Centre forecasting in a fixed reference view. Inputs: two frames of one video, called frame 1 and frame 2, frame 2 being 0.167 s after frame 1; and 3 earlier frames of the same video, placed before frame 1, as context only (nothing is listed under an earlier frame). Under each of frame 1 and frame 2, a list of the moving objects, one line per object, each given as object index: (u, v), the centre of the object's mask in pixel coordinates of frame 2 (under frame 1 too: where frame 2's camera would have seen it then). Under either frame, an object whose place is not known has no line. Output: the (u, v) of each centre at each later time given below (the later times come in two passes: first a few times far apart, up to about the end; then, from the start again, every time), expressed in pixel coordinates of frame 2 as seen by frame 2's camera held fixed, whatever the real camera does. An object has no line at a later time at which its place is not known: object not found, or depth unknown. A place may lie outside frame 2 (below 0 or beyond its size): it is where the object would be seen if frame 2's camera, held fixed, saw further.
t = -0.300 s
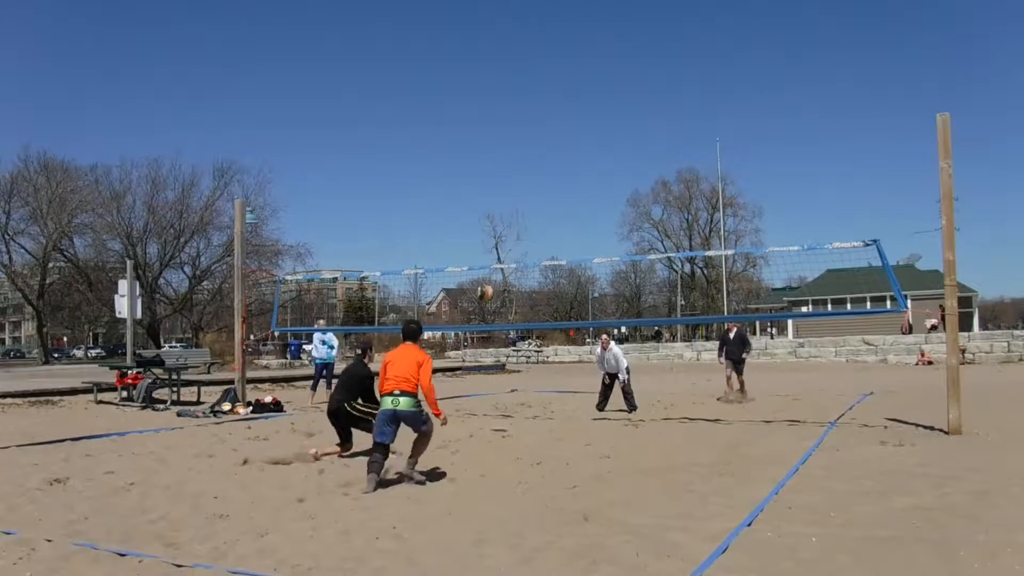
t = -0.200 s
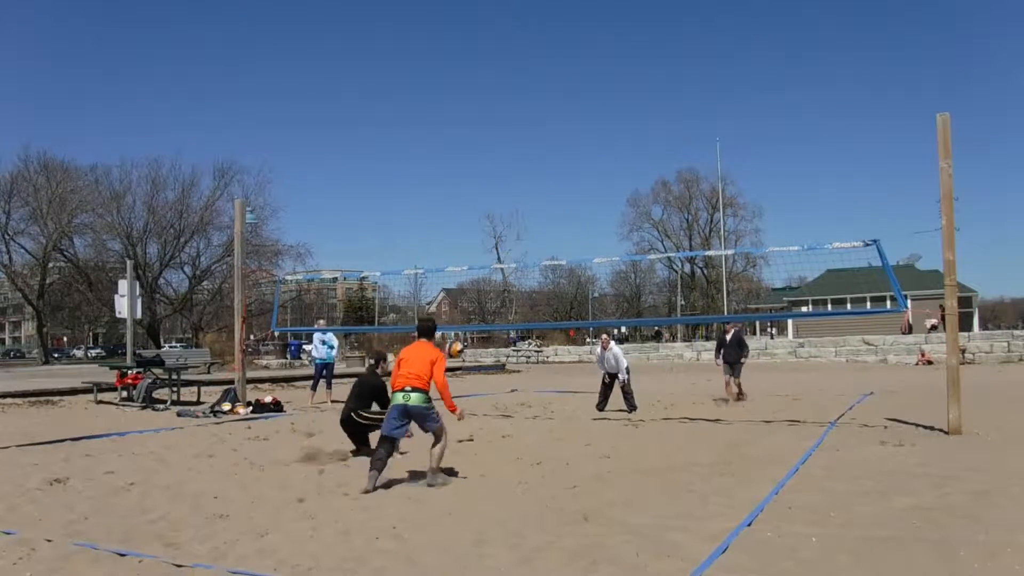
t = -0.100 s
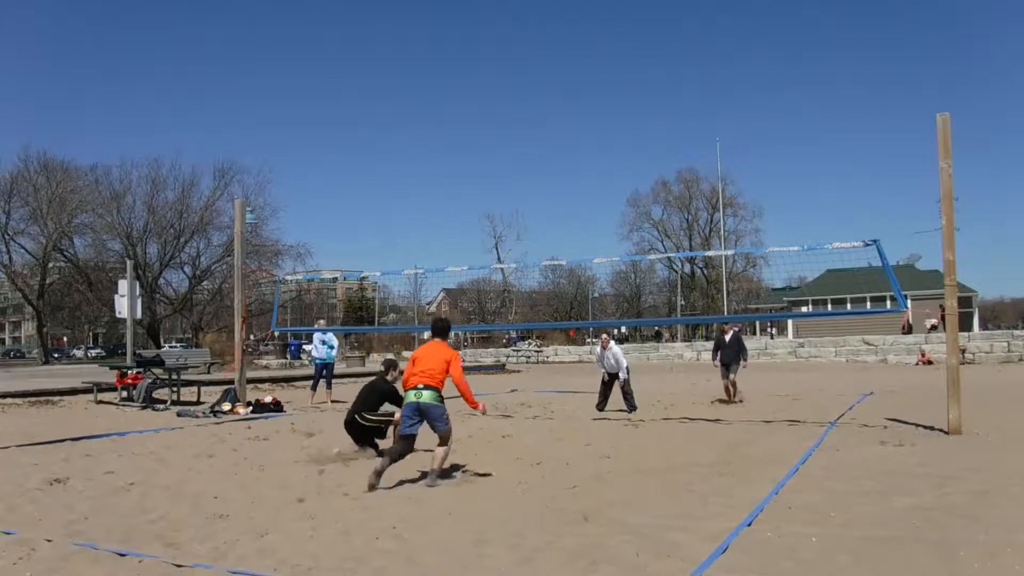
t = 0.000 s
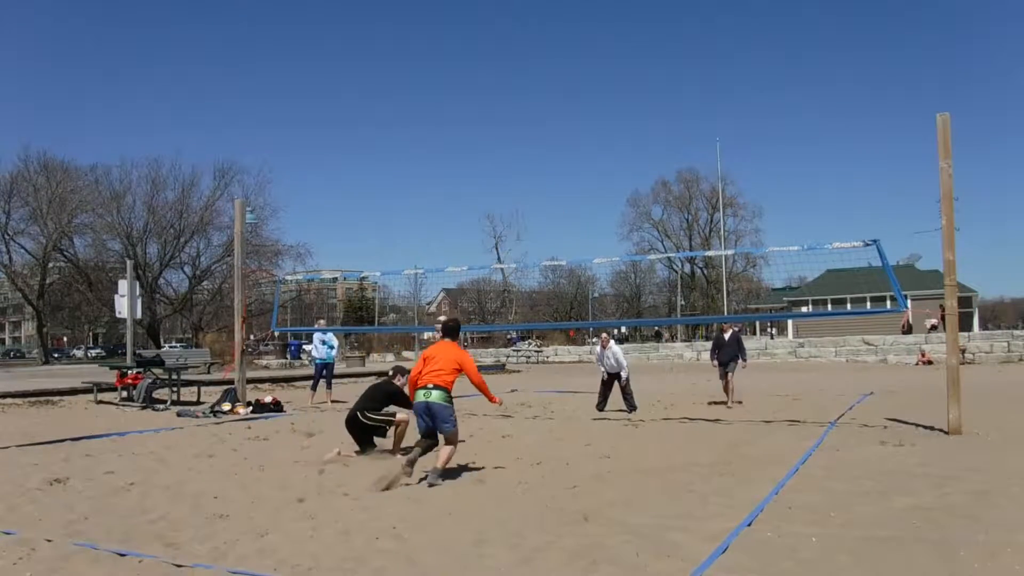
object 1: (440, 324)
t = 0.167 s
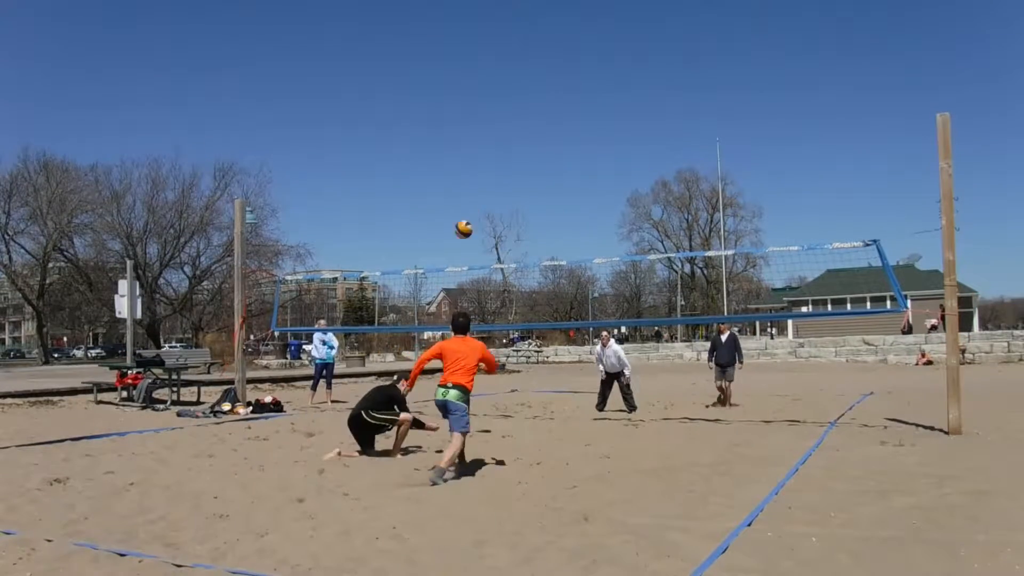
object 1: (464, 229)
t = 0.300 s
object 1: (477, 173)
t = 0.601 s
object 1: (499, 104)
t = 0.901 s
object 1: (515, 106)
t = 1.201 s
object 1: (529, 169)
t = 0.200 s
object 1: (467, 214)
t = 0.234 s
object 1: (470, 198)
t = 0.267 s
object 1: (473, 186)
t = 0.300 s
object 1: (477, 173)
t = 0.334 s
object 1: (479, 162)
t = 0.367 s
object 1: (482, 152)
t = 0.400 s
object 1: (485, 142)
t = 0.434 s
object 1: (487, 133)
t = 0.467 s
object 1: (490, 126)
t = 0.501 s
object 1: (492, 119)
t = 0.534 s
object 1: (494, 113)
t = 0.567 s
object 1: (496, 108)
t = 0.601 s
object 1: (499, 104)
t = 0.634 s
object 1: (501, 101)
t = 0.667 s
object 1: (503, 98)
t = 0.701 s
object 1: (504, 97)
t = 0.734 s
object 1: (506, 96)
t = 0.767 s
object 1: (508, 97)
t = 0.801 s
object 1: (510, 98)
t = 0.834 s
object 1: (511, 100)
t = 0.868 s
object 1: (513, 103)
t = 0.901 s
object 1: (515, 106)
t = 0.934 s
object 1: (516, 110)
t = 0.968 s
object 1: (518, 115)
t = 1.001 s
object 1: (520, 121)
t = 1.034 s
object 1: (521, 127)
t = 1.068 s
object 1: (523, 134)
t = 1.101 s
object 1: (524, 142)
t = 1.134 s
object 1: (526, 150)
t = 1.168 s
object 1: (528, 159)
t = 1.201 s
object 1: (529, 169)
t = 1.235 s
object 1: (530, 180)
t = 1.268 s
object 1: (531, 192)
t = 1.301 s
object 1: (533, 204)
